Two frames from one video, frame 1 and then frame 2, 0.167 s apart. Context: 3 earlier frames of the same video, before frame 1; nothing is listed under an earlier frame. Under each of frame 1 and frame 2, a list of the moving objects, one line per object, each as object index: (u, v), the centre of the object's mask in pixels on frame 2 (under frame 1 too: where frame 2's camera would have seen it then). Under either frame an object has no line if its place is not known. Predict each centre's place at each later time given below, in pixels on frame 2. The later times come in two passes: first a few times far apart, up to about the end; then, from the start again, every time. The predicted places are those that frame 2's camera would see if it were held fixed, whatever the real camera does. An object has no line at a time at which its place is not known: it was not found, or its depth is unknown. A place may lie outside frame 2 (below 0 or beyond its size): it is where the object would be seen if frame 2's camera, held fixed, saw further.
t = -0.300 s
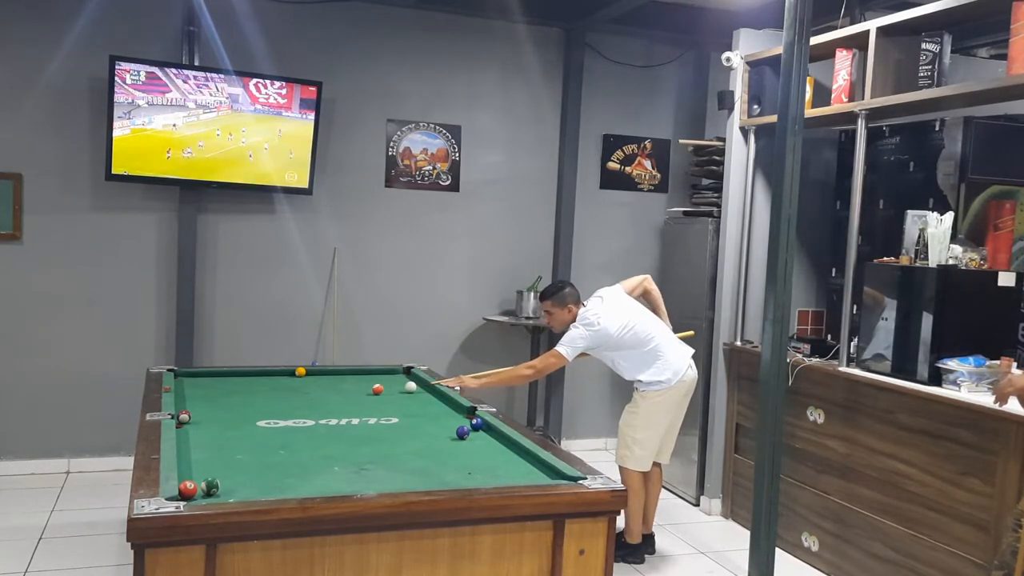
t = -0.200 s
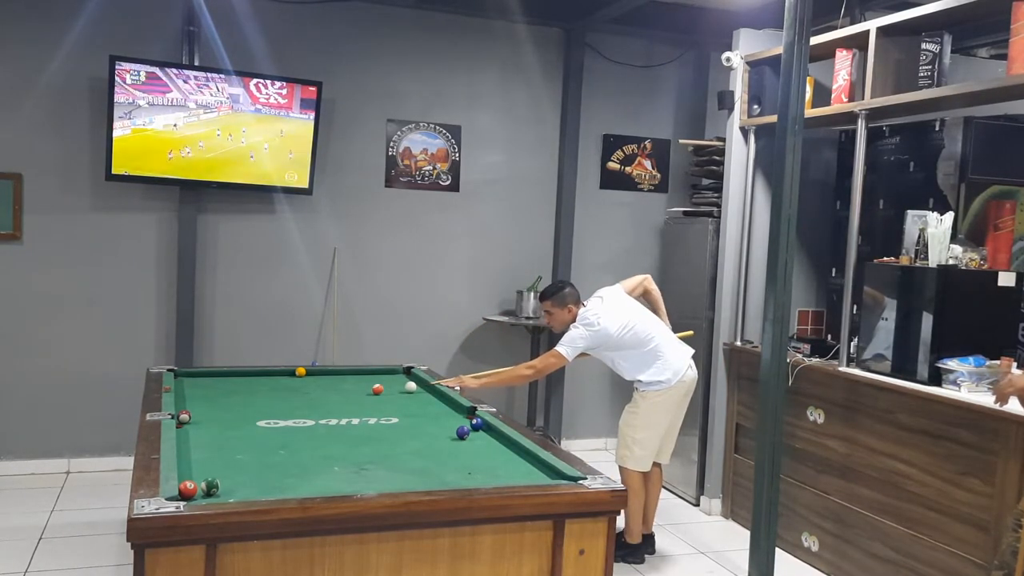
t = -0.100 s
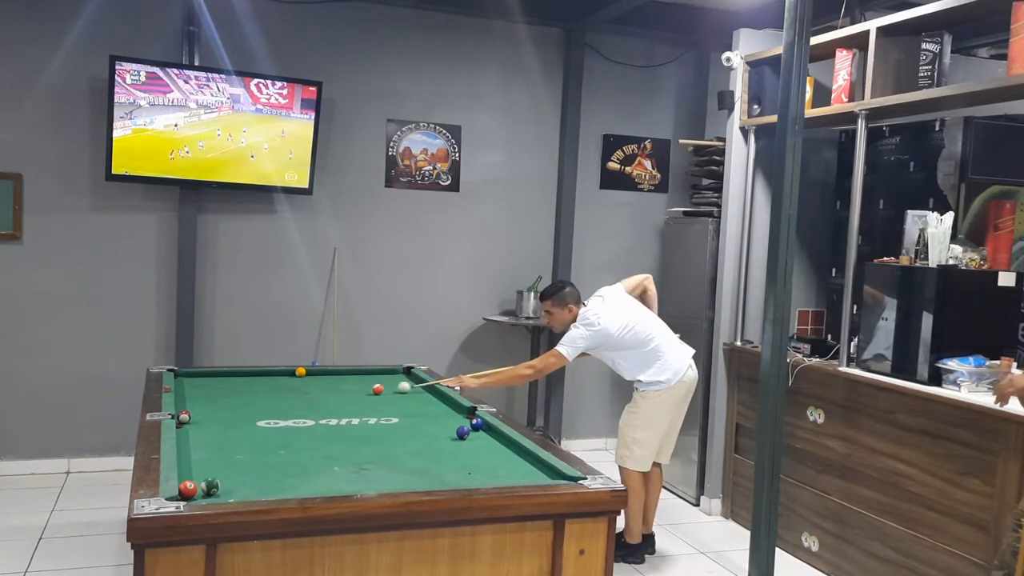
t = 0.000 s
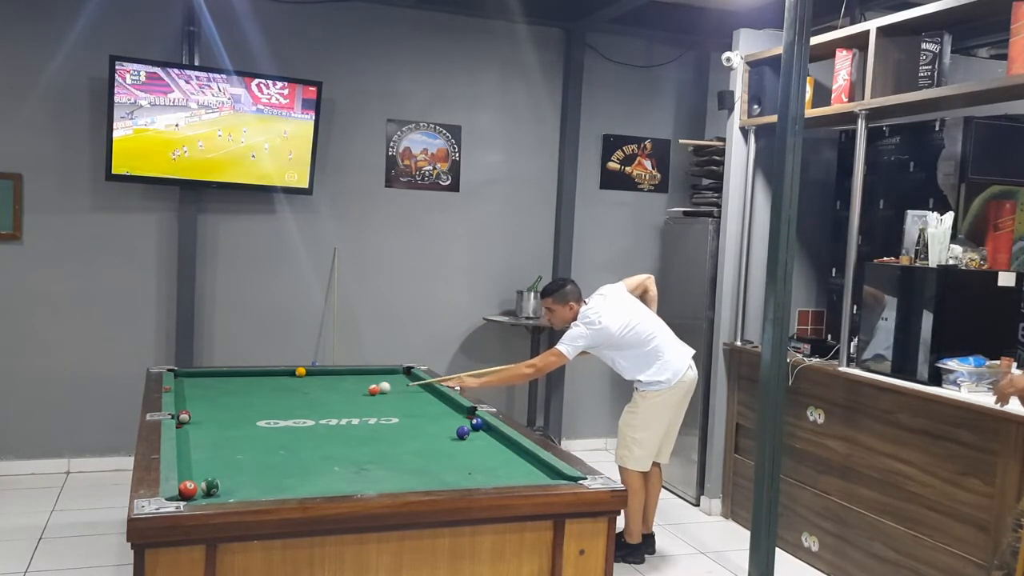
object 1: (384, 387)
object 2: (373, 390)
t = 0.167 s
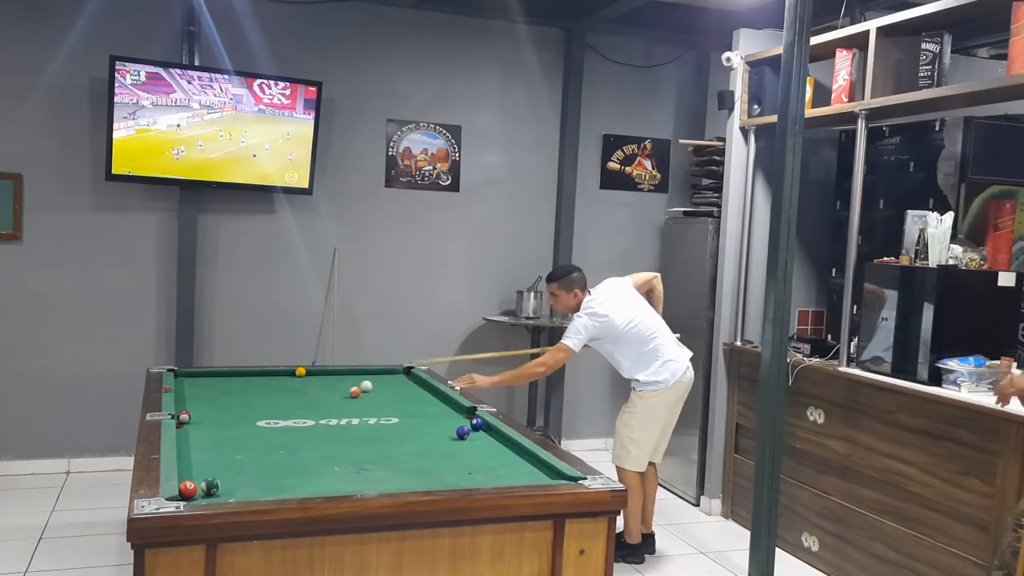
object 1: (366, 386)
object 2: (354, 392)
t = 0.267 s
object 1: (355, 385)
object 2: (344, 393)
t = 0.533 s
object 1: (328, 384)
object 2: (316, 397)
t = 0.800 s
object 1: (303, 382)
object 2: (287, 400)
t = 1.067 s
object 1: (280, 381)
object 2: (259, 404)
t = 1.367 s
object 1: (254, 380)
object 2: (227, 407)
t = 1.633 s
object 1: (234, 378)
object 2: (200, 410)
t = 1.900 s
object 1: (215, 377)
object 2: (188, 410)
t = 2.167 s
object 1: (198, 376)
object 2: (203, 414)
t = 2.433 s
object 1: (183, 375)
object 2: (218, 415)
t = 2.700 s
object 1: (187, 374)
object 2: (231, 416)
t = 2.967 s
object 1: (194, 373)
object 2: (242, 416)
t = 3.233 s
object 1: (200, 373)
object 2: (252, 417)
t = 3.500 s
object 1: (203, 373)
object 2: (259, 417)
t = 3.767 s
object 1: (204, 373)
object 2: (265, 417)
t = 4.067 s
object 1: (204, 373)
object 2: (269, 417)
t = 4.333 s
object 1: (204, 373)
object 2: (270, 417)
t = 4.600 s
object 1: (204, 373)
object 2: (270, 417)
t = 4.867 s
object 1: (204, 373)
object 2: (270, 417)
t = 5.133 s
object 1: (204, 373)
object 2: (270, 417)
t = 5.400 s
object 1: (204, 373)
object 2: (270, 417)
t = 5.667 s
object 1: (204, 373)
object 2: (270, 417)
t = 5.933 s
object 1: (204, 373)
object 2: (270, 417)
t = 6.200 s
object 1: (204, 373)
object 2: (270, 417)
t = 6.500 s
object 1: (204, 373)
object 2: (270, 417)
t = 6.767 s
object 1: (204, 373)
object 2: (270, 417)
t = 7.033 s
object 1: (204, 373)
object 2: (270, 417)
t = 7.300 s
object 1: (204, 373)
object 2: (270, 417)
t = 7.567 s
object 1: (204, 373)
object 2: (270, 417)
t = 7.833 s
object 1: (204, 373)
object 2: (270, 417)
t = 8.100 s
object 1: (204, 373)
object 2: (270, 417)
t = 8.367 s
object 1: (204, 373)
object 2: (270, 417)
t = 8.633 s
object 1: (204, 373)
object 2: (270, 417)
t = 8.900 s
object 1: (204, 373)
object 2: (270, 417)
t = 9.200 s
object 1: (204, 373)
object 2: (270, 417)
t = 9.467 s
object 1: (204, 373)
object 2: (270, 417)
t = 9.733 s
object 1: (204, 373)
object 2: (270, 417)
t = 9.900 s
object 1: (204, 373)
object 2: (270, 417)
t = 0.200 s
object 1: (362, 386)
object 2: (351, 392)
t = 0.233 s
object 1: (359, 386)
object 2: (347, 393)
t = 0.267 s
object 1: (355, 385)
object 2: (344, 393)
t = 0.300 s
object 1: (352, 385)
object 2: (340, 394)
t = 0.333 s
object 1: (349, 385)
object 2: (337, 394)
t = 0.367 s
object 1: (345, 385)
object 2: (333, 395)
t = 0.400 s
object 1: (341, 385)
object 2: (330, 395)
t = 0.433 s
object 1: (338, 384)
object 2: (326, 395)
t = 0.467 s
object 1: (335, 384)
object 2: (323, 396)
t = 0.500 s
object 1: (331, 384)
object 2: (319, 396)
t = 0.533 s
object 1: (328, 384)
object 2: (316, 397)
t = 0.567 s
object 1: (325, 384)
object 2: (312, 397)
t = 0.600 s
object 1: (322, 383)
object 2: (308, 397)
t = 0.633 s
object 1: (319, 383)
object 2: (305, 398)
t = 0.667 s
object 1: (315, 383)
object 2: (302, 398)
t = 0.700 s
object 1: (312, 383)
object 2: (298, 399)
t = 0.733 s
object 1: (309, 383)
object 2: (294, 399)
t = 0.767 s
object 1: (306, 383)
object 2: (290, 400)
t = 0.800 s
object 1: (303, 382)
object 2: (287, 400)
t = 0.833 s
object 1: (300, 382)
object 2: (284, 400)
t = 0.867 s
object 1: (297, 382)
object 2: (280, 401)
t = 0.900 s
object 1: (294, 382)
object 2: (276, 401)
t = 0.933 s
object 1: (291, 382)
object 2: (273, 402)
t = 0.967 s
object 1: (288, 382)
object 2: (269, 402)
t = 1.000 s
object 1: (285, 381)
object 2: (266, 403)
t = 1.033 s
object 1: (282, 381)
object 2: (262, 403)
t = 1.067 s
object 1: (280, 381)
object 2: (259, 404)
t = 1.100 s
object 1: (276, 381)
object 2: (255, 404)
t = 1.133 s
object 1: (273, 381)
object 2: (252, 404)
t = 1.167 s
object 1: (271, 380)
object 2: (248, 404)
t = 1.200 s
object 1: (268, 380)
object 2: (244, 405)
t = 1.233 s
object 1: (265, 380)
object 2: (241, 405)
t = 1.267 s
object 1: (262, 380)
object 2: (237, 406)
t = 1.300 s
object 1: (260, 380)
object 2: (234, 407)
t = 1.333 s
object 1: (257, 380)
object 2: (231, 407)
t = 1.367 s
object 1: (254, 380)
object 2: (227, 407)
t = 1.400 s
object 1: (252, 379)
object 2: (224, 407)
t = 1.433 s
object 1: (249, 379)
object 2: (220, 408)
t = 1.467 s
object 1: (247, 379)
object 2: (217, 409)
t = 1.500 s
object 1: (244, 379)
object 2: (214, 409)
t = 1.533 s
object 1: (242, 379)
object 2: (210, 409)
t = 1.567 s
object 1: (239, 379)
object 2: (206, 410)
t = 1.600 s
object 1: (237, 378)
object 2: (203, 410)
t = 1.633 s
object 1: (234, 378)
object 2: (200, 410)
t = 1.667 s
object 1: (232, 378)
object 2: (197, 411)
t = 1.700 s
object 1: (229, 378)
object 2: (194, 411)
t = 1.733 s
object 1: (227, 378)
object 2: (191, 410)
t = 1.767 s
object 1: (225, 378)
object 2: (188, 409)
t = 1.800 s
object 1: (222, 378)
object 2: (183, 409)
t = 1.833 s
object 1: (220, 378)
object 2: (182, 409)
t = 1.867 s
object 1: (218, 377)
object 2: (185, 409)
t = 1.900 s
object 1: (215, 377)
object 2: (188, 410)
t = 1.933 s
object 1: (213, 377)
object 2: (191, 411)
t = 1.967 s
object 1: (211, 377)
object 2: (192, 412)
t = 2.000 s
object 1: (209, 377)
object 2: (194, 413)
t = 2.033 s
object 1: (207, 377)
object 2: (196, 413)
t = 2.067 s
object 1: (204, 376)
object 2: (197, 413)
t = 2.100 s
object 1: (202, 376)
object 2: (199, 414)
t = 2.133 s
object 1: (200, 376)
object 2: (201, 414)
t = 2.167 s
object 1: (198, 376)
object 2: (203, 414)
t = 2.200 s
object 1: (196, 376)
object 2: (205, 414)
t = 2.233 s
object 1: (194, 376)
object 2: (207, 414)
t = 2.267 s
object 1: (192, 376)
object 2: (209, 415)
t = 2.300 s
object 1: (190, 375)
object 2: (211, 415)
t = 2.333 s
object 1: (188, 375)
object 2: (213, 415)
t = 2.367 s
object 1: (186, 375)
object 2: (215, 415)
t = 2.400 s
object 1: (184, 375)
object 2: (216, 415)
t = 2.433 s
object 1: (183, 375)
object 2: (218, 415)
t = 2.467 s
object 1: (181, 375)
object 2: (219, 415)
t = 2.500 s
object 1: (180, 375)
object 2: (221, 415)
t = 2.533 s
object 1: (181, 375)
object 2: (223, 415)
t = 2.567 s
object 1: (182, 374)
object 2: (225, 415)
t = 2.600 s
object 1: (183, 375)
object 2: (226, 415)
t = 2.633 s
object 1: (184, 374)
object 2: (228, 415)
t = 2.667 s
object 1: (185, 374)
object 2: (230, 416)
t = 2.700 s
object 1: (187, 374)
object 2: (231, 416)
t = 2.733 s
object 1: (188, 374)
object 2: (233, 416)
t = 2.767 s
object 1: (189, 374)
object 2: (234, 416)
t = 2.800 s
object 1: (190, 374)
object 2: (236, 416)
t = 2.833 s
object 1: (191, 374)
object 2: (237, 416)
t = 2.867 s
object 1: (192, 374)
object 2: (238, 416)
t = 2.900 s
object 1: (192, 374)
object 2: (239, 416)
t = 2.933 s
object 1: (193, 374)
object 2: (241, 416)
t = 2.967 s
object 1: (194, 373)
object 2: (242, 416)
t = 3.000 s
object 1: (195, 373)
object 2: (244, 416)
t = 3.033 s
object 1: (196, 373)
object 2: (245, 416)
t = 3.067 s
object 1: (197, 373)
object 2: (246, 416)
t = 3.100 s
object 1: (197, 373)
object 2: (247, 416)
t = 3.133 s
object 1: (198, 373)
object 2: (249, 417)
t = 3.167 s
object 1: (199, 373)
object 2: (250, 417)
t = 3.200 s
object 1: (199, 373)
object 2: (251, 417)
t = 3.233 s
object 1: (200, 373)
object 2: (252, 417)
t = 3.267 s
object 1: (200, 373)
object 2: (253, 417)
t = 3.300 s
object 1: (201, 373)
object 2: (254, 417)
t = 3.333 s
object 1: (201, 373)
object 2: (255, 417)
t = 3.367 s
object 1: (201, 373)
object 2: (256, 417)
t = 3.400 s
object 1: (202, 373)
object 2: (257, 417)
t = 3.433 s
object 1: (202, 373)
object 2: (258, 417)
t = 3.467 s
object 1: (202, 373)
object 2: (258, 417)
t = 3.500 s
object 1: (203, 373)
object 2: (259, 417)
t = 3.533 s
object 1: (203, 373)
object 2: (260, 417)
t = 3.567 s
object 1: (203, 373)
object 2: (261, 417)
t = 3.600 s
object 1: (203, 373)
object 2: (262, 417)
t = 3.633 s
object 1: (203, 373)
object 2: (262, 417)
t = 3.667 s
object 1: (204, 373)
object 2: (263, 417)
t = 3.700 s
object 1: (204, 373)
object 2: (264, 417)
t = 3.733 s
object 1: (204, 373)
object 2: (265, 417)
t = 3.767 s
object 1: (204, 373)
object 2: (265, 417)
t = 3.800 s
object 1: (204, 373)
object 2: (266, 417)
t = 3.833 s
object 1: (204, 373)
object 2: (266, 417)
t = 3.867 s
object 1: (204, 373)
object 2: (267, 417)
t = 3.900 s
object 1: (204, 373)
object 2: (267, 417)
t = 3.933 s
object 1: (204, 373)
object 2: (268, 417)
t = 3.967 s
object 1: (204, 373)
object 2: (268, 417)
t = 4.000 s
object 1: (204, 373)
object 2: (268, 417)
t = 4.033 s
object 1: (204, 373)
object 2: (269, 417)
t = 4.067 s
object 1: (204, 373)
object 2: (269, 417)
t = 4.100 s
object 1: (204, 373)
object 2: (269, 417)
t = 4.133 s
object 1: (204, 373)
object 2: (269, 417)
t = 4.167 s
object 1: (204, 373)
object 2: (270, 417)
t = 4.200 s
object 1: (204, 373)
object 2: (270, 417)
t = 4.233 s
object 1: (204, 373)
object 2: (270, 417)
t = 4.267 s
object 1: (204, 373)
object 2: (270, 417)
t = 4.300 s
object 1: (204, 373)
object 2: (270, 417)
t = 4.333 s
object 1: (204, 373)
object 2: (270, 417)
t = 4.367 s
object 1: (204, 373)
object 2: (270, 417)
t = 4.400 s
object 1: (204, 373)
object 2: (270, 417)
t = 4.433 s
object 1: (204, 373)
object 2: (270, 417)
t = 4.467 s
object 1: (204, 373)
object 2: (270, 417)
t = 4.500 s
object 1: (204, 373)
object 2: (270, 417)
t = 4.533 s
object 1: (204, 373)
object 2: (270, 417)
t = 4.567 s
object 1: (204, 373)
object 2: (270, 417)
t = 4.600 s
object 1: (204, 373)
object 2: (270, 417)
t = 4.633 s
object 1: (204, 373)
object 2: (270, 417)
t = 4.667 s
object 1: (204, 373)
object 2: (270, 417)
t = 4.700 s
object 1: (204, 373)
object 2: (270, 417)
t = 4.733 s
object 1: (204, 373)
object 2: (270, 417)
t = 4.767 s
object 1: (204, 373)
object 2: (270, 417)
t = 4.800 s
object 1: (204, 373)
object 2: (270, 417)
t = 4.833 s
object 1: (204, 373)
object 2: (270, 417)
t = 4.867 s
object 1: (204, 373)
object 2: (270, 417)
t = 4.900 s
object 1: (204, 373)
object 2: (270, 417)
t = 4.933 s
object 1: (204, 373)
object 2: (270, 417)
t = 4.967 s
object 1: (204, 373)
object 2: (270, 417)
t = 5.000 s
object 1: (204, 373)
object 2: (270, 417)
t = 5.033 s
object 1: (204, 373)
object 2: (270, 417)
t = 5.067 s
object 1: (204, 373)
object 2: (270, 417)
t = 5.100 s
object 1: (204, 373)
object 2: (270, 417)
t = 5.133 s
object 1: (204, 373)
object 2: (270, 417)
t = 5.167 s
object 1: (204, 373)
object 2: (270, 417)
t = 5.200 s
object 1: (204, 373)
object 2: (270, 417)
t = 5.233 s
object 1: (204, 373)
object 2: (270, 417)
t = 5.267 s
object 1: (204, 373)
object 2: (270, 417)
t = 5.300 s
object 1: (204, 373)
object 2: (270, 417)
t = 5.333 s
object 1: (204, 373)
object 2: (270, 417)
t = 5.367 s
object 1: (204, 373)
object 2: (270, 417)
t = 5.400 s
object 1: (204, 373)
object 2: (270, 417)
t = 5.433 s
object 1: (204, 373)
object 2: (270, 417)
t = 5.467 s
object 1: (204, 373)
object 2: (270, 417)
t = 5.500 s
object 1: (204, 373)
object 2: (270, 417)
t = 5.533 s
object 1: (204, 373)
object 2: (270, 417)
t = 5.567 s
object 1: (204, 373)
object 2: (270, 417)
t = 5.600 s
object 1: (204, 373)
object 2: (270, 417)
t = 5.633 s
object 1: (204, 373)
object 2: (270, 417)
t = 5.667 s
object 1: (204, 373)
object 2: (270, 417)
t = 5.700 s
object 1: (204, 373)
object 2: (270, 417)
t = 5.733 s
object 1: (204, 373)
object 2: (270, 417)
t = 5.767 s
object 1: (204, 373)
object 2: (270, 417)
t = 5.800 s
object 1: (204, 373)
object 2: (270, 417)
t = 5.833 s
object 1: (204, 373)
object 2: (270, 417)
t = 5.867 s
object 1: (204, 373)
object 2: (270, 417)
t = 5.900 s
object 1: (204, 373)
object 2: (270, 417)
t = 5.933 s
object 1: (204, 373)
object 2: (270, 417)
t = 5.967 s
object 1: (204, 373)
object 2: (270, 417)
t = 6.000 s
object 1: (204, 373)
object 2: (270, 417)
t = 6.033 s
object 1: (204, 373)
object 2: (270, 417)
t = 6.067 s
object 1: (204, 373)
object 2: (270, 417)
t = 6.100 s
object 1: (204, 373)
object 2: (270, 417)
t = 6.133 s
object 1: (204, 373)
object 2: (270, 417)
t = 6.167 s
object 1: (204, 373)
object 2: (270, 417)
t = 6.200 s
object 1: (204, 373)
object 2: (270, 417)
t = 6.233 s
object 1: (204, 373)
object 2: (270, 417)
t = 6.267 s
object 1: (204, 373)
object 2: (270, 417)
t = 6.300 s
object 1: (204, 373)
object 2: (270, 417)
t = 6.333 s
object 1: (204, 373)
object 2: (270, 417)
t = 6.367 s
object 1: (204, 373)
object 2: (270, 417)
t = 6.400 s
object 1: (204, 373)
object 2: (270, 417)
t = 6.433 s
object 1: (204, 373)
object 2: (270, 417)
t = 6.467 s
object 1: (204, 373)
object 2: (270, 417)
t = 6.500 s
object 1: (204, 373)
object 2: (270, 417)
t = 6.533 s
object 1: (204, 373)
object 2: (270, 417)
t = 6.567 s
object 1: (204, 373)
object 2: (270, 417)
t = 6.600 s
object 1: (204, 373)
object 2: (270, 418)
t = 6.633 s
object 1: (204, 373)
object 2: (270, 417)
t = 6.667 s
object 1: (204, 373)
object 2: (270, 417)
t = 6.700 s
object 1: (204, 373)
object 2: (270, 417)
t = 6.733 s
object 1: (204, 373)
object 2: (270, 417)
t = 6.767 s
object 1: (204, 373)
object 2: (270, 417)
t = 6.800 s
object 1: (204, 373)
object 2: (270, 417)
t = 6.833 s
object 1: (204, 373)
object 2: (270, 417)
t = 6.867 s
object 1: (204, 373)
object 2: (270, 417)
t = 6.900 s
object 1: (204, 373)
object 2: (270, 417)
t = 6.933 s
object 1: (204, 373)
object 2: (270, 417)
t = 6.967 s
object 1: (204, 373)
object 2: (270, 417)
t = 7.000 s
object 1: (204, 373)
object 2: (270, 417)
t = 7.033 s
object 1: (204, 373)
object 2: (270, 417)
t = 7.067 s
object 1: (204, 373)
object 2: (270, 417)
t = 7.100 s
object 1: (204, 373)
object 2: (270, 417)
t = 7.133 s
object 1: (204, 373)
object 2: (270, 417)
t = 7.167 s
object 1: (204, 373)
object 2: (270, 417)
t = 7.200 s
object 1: (204, 373)
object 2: (270, 417)
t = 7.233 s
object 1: (204, 373)
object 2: (270, 417)
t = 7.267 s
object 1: (204, 373)
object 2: (270, 417)
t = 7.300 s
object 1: (204, 373)
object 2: (270, 417)
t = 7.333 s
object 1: (204, 373)
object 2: (270, 417)
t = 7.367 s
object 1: (204, 373)
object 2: (270, 417)
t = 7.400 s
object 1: (204, 373)
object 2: (270, 417)
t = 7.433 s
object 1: (204, 373)
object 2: (270, 417)
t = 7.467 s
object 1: (204, 373)
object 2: (270, 417)
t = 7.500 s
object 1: (204, 373)
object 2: (270, 417)
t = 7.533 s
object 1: (204, 373)
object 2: (270, 417)
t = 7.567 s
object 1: (204, 373)
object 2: (270, 417)
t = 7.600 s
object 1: (204, 373)
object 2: (270, 417)
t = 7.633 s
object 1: (204, 373)
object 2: (270, 417)
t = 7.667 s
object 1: (204, 373)
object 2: (270, 417)
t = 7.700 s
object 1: (204, 373)
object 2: (270, 417)
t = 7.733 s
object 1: (204, 373)
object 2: (270, 417)
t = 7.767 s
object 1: (204, 373)
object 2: (270, 417)
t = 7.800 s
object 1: (204, 373)
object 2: (270, 417)
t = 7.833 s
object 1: (204, 373)
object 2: (270, 417)
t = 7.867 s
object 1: (204, 373)
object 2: (270, 417)
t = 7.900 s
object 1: (204, 373)
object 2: (270, 417)
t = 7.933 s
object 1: (204, 373)
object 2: (270, 417)
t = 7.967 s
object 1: (204, 373)
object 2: (270, 417)
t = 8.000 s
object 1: (204, 373)
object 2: (270, 417)
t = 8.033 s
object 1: (204, 373)
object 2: (270, 417)
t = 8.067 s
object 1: (204, 373)
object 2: (270, 417)
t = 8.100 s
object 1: (204, 373)
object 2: (270, 417)
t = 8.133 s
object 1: (204, 373)
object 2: (270, 417)
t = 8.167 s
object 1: (204, 373)
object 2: (270, 417)
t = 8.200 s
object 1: (204, 373)
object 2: (270, 417)
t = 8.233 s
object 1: (204, 373)
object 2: (270, 417)
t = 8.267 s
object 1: (204, 373)
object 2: (270, 417)
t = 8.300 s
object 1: (204, 373)
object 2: (270, 417)
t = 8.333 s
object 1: (204, 373)
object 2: (270, 417)
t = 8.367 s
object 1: (204, 373)
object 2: (270, 417)
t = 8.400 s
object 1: (204, 373)
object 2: (270, 417)
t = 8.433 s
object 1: (204, 373)
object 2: (270, 417)
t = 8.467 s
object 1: (204, 373)
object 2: (270, 417)
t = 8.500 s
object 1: (204, 373)
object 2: (270, 417)
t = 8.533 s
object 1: (204, 373)
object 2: (270, 417)
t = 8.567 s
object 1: (204, 373)
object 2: (270, 417)
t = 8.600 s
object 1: (204, 373)
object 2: (270, 417)
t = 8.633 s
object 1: (204, 373)
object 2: (270, 417)
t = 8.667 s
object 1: (204, 373)
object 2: (270, 417)
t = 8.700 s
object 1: (204, 373)
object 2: (270, 417)
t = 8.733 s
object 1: (204, 373)
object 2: (270, 417)
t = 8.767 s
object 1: (204, 373)
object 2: (270, 417)
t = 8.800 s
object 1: (204, 373)
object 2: (270, 417)
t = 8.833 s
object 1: (204, 373)
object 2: (270, 417)
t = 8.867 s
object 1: (204, 373)
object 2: (270, 417)
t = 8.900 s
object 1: (204, 373)
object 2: (270, 417)
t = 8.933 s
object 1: (204, 373)
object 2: (270, 417)
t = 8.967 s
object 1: (204, 373)
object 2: (270, 417)
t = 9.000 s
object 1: (204, 373)
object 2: (270, 417)
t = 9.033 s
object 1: (204, 373)
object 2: (270, 417)
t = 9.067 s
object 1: (204, 373)
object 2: (270, 417)
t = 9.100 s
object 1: (204, 373)
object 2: (270, 417)
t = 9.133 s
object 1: (204, 373)
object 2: (270, 417)
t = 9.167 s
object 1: (204, 373)
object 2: (270, 417)
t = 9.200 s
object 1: (204, 373)
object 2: (270, 417)
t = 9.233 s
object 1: (204, 373)
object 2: (270, 417)
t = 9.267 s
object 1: (204, 373)
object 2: (270, 417)
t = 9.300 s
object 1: (204, 373)
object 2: (270, 417)
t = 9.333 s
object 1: (204, 373)
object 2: (270, 417)
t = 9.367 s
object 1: (204, 373)
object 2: (270, 417)
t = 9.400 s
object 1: (204, 373)
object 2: (270, 417)
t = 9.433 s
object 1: (204, 373)
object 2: (270, 417)
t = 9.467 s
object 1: (204, 373)
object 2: (270, 417)
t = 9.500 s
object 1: (204, 373)
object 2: (270, 417)
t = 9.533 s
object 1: (204, 373)
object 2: (270, 417)
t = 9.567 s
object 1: (204, 373)
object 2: (270, 417)
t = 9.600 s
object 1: (204, 373)
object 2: (270, 417)
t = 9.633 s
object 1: (204, 373)
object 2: (270, 417)
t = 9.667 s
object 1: (204, 373)
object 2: (270, 417)
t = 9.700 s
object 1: (204, 373)
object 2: (270, 417)
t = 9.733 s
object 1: (204, 373)
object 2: (270, 417)
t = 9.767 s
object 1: (204, 373)
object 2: (270, 417)
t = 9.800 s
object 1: (204, 373)
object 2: (270, 417)
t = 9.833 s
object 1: (204, 373)
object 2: (270, 417)
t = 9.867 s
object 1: (204, 373)
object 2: (270, 417)
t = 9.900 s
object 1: (204, 373)
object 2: (270, 417)
